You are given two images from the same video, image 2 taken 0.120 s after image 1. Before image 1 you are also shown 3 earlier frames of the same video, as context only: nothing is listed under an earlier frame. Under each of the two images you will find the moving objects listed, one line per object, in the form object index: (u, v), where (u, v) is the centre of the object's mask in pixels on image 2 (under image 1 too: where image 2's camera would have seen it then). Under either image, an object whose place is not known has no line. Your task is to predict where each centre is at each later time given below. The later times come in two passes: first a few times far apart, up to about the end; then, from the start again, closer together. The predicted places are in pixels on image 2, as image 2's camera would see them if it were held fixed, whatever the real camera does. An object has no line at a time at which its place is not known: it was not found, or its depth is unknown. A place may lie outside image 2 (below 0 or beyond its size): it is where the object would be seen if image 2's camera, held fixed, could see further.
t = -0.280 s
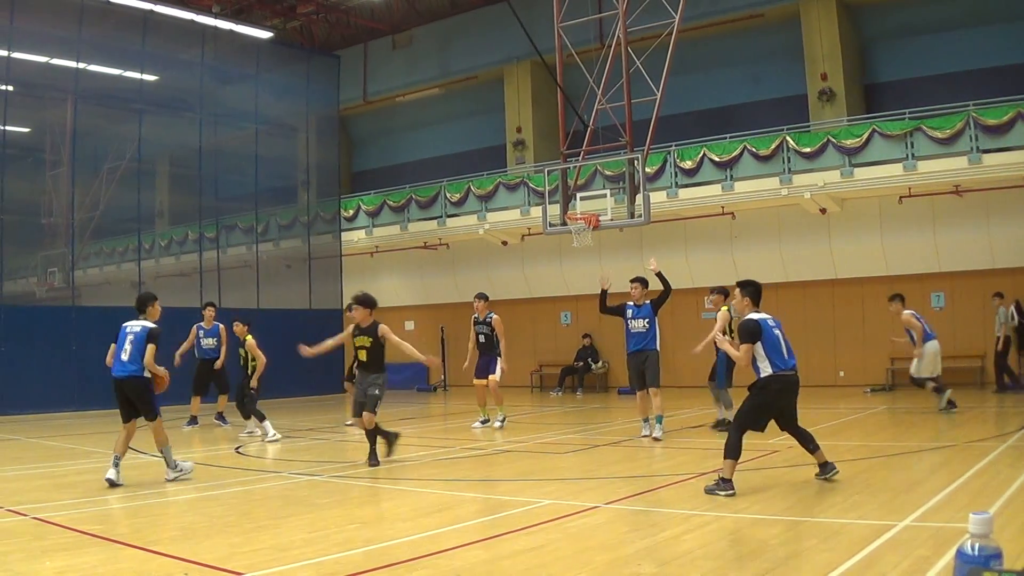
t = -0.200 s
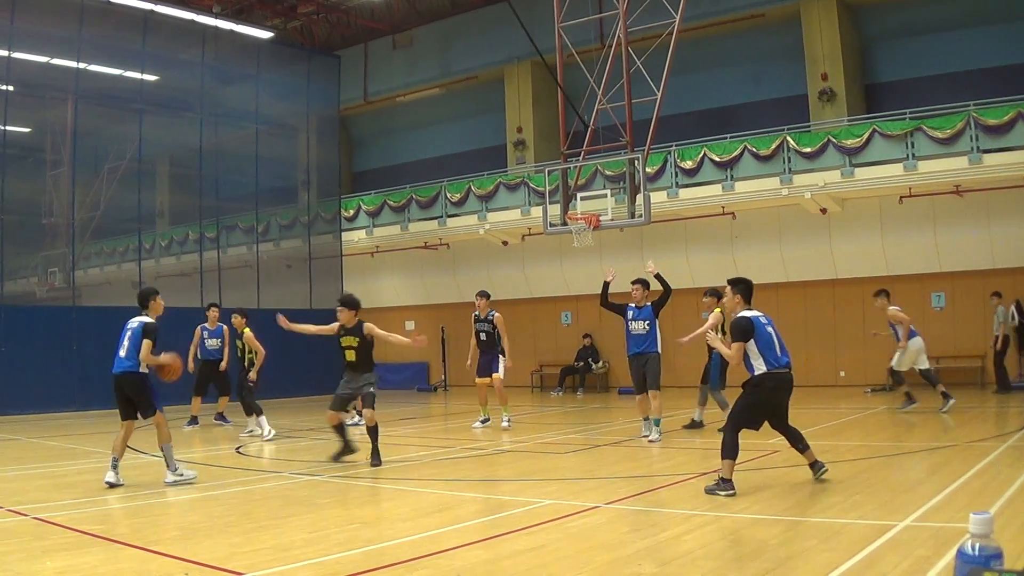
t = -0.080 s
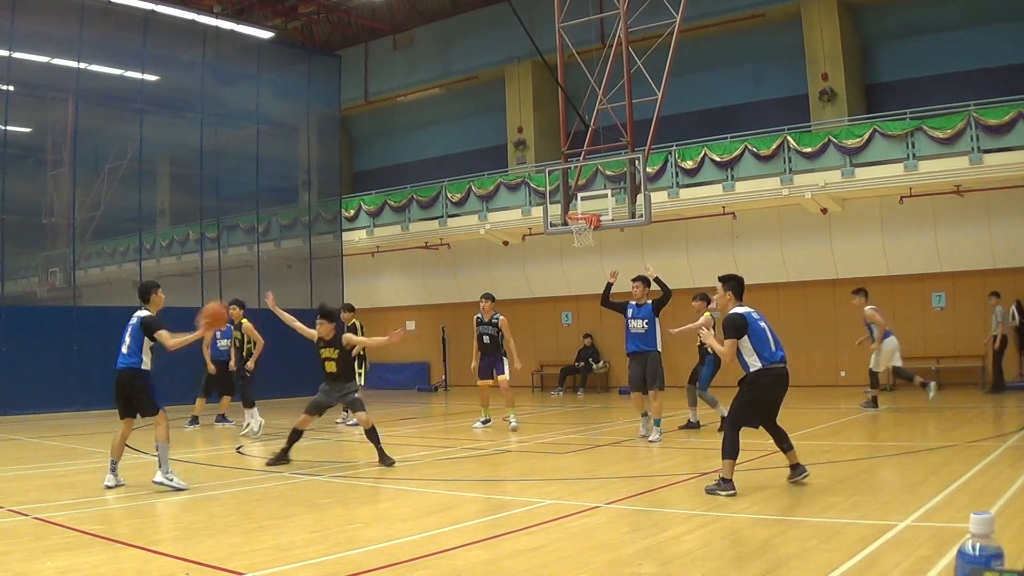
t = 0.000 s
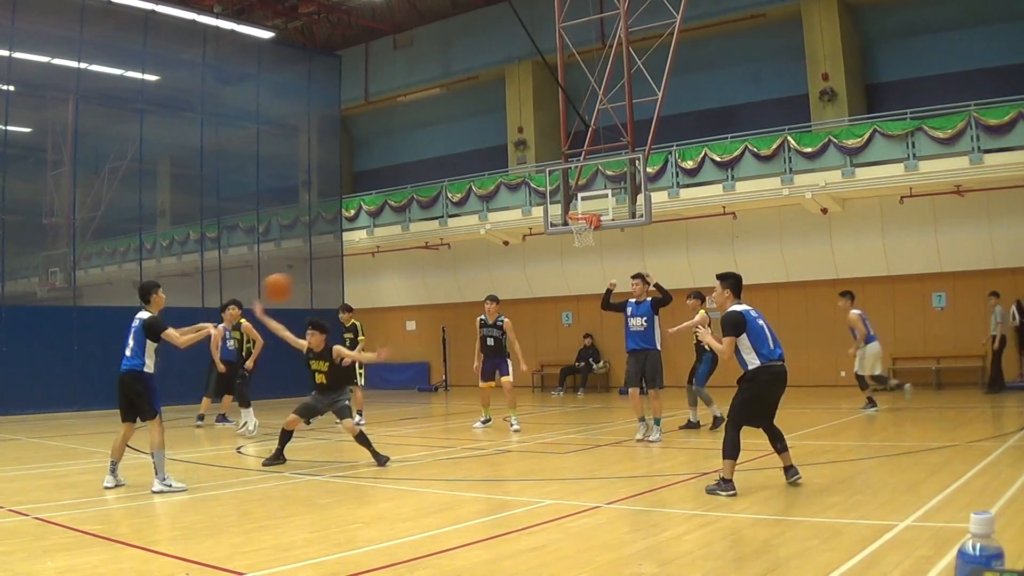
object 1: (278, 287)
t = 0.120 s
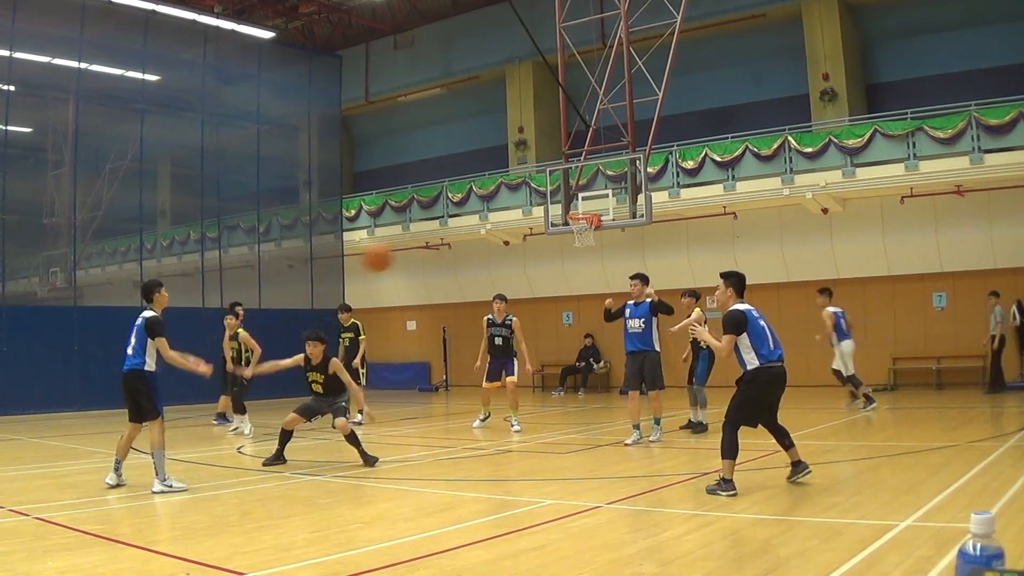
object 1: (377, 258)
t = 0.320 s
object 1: (553, 241)
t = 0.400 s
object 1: (625, 246)
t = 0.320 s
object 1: (553, 241)
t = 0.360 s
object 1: (590, 243)
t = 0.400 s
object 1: (625, 246)
